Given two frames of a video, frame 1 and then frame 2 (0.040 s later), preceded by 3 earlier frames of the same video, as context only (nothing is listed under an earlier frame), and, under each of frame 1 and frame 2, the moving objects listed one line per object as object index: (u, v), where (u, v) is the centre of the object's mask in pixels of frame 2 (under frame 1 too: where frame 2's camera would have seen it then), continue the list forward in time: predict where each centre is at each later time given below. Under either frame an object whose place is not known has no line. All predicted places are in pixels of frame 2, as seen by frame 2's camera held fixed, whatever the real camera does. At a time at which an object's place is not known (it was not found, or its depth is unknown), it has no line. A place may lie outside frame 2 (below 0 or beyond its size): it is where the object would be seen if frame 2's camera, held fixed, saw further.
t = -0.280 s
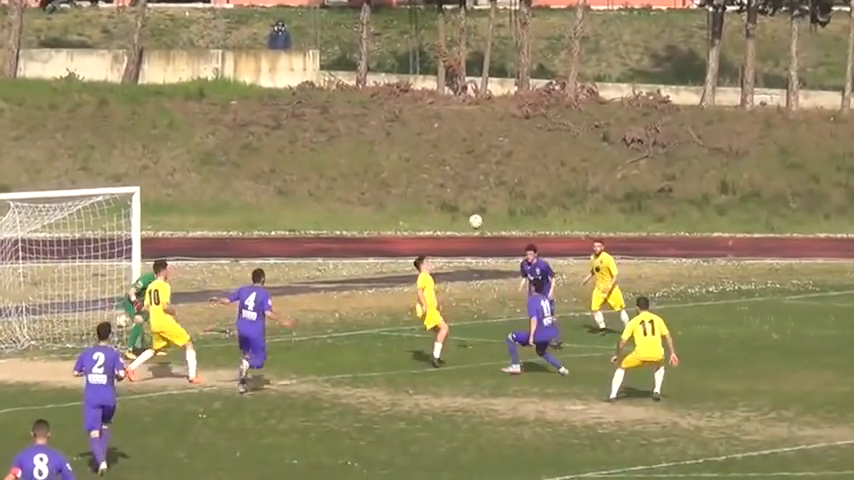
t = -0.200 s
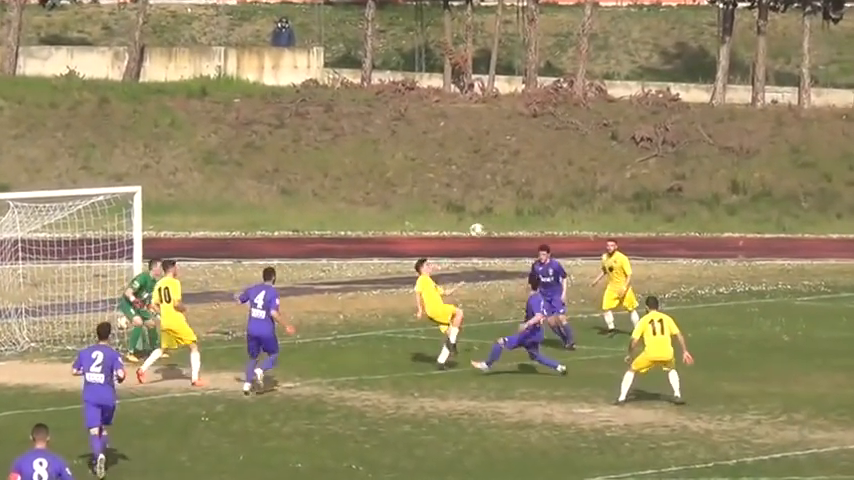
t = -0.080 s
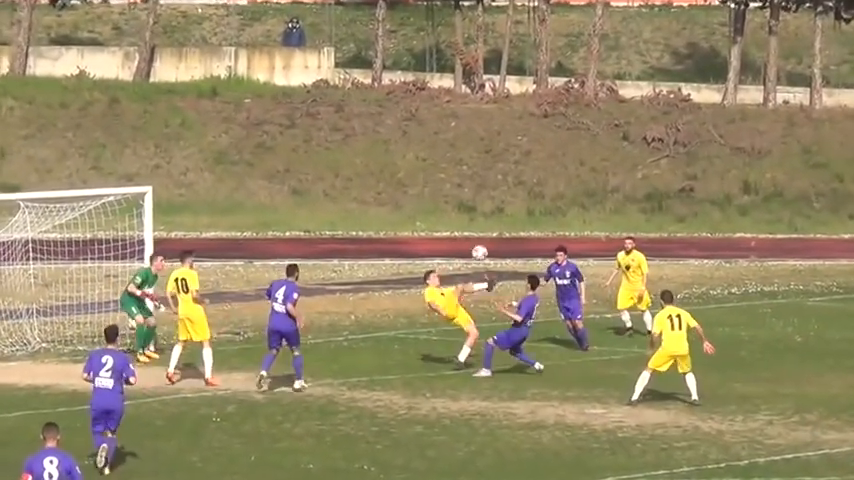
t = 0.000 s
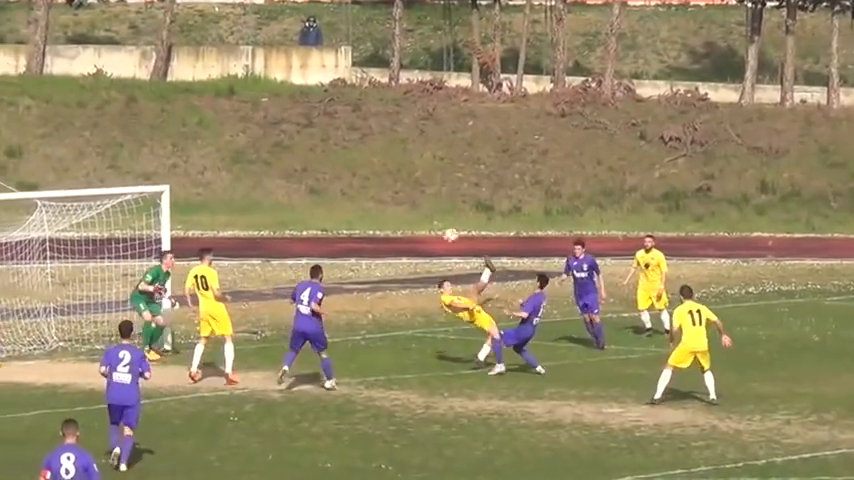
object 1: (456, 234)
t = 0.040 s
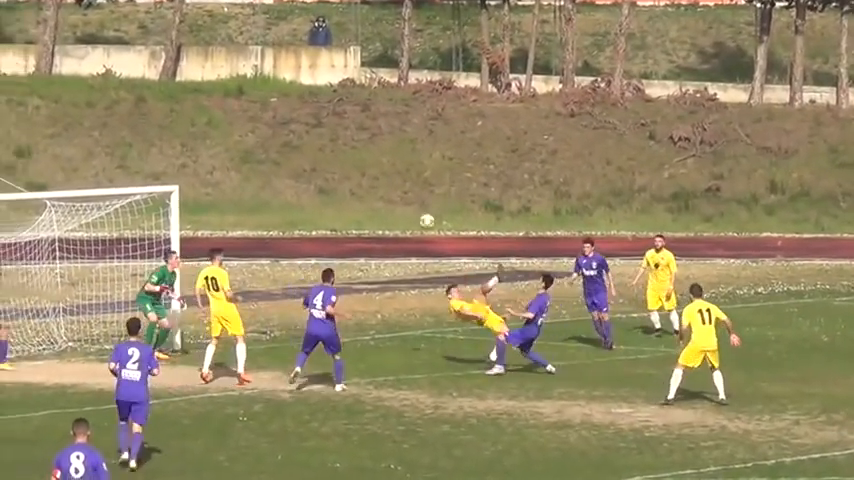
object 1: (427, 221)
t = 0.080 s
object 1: (398, 207)
